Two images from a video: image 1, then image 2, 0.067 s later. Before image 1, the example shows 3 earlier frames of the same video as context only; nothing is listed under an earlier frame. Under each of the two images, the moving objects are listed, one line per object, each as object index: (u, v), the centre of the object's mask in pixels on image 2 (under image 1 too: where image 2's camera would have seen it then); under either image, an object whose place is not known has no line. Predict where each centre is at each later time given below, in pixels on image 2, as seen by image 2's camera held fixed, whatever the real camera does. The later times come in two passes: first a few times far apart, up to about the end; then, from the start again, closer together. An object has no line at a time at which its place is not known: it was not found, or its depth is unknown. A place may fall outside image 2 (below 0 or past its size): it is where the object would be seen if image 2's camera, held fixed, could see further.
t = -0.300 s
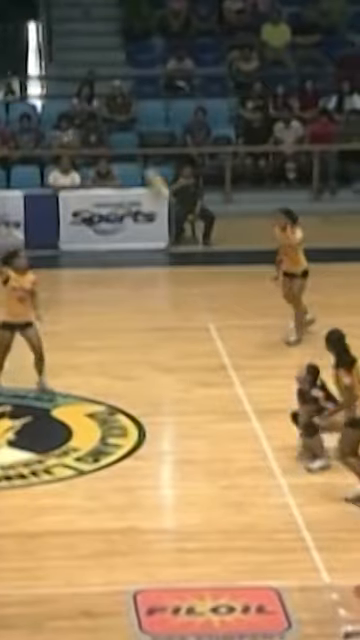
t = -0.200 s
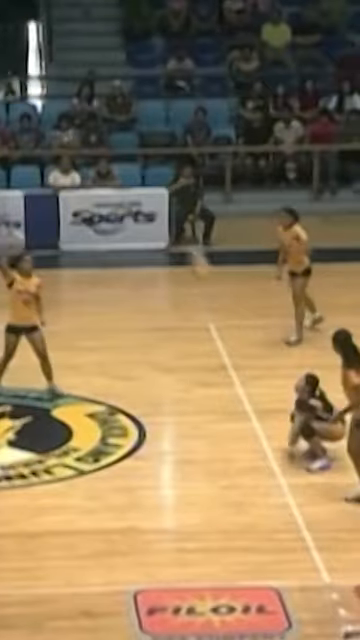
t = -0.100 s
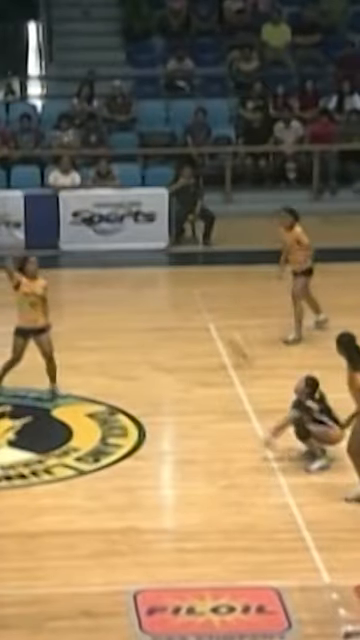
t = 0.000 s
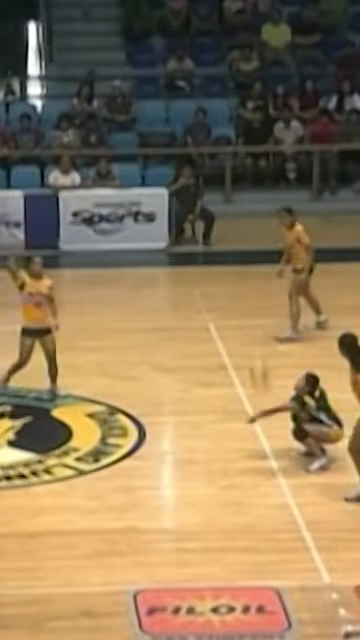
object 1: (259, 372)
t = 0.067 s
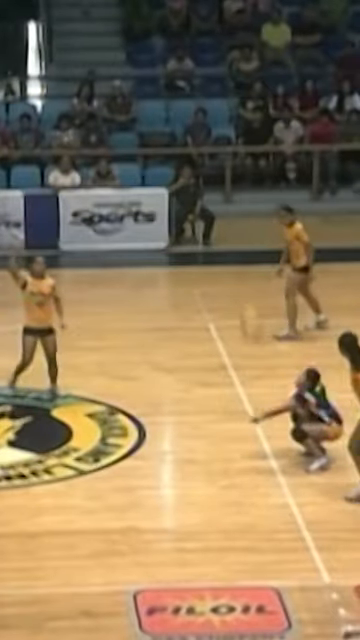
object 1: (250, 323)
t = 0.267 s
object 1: (229, 196)
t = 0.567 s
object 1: (199, 87)
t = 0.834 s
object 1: (176, 68)
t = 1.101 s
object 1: (148, 112)
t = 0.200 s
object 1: (236, 231)
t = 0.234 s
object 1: (233, 211)
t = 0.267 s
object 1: (229, 196)
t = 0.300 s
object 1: (226, 180)
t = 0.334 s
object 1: (222, 167)
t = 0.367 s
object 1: (218, 151)
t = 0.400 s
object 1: (214, 137)
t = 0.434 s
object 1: (211, 125)
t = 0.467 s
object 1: (207, 114)
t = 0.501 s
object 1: (204, 104)
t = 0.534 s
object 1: (201, 97)
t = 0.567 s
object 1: (199, 87)
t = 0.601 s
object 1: (195, 82)
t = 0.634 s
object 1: (192, 77)
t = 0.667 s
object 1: (189, 74)
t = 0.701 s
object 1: (185, 72)
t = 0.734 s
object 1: (182, 69)
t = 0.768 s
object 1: (180, 67)
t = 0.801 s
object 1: (178, 67)
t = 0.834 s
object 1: (176, 68)
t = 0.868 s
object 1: (170, 70)
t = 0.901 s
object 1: (167, 73)
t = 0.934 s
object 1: (163, 77)
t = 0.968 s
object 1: (160, 82)
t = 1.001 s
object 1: (157, 87)
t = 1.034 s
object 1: (154, 94)
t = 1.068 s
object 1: (150, 102)
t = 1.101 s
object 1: (148, 112)
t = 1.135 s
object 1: (145, 124)
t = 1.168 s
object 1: (142, 135)
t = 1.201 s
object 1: (139, 146)
